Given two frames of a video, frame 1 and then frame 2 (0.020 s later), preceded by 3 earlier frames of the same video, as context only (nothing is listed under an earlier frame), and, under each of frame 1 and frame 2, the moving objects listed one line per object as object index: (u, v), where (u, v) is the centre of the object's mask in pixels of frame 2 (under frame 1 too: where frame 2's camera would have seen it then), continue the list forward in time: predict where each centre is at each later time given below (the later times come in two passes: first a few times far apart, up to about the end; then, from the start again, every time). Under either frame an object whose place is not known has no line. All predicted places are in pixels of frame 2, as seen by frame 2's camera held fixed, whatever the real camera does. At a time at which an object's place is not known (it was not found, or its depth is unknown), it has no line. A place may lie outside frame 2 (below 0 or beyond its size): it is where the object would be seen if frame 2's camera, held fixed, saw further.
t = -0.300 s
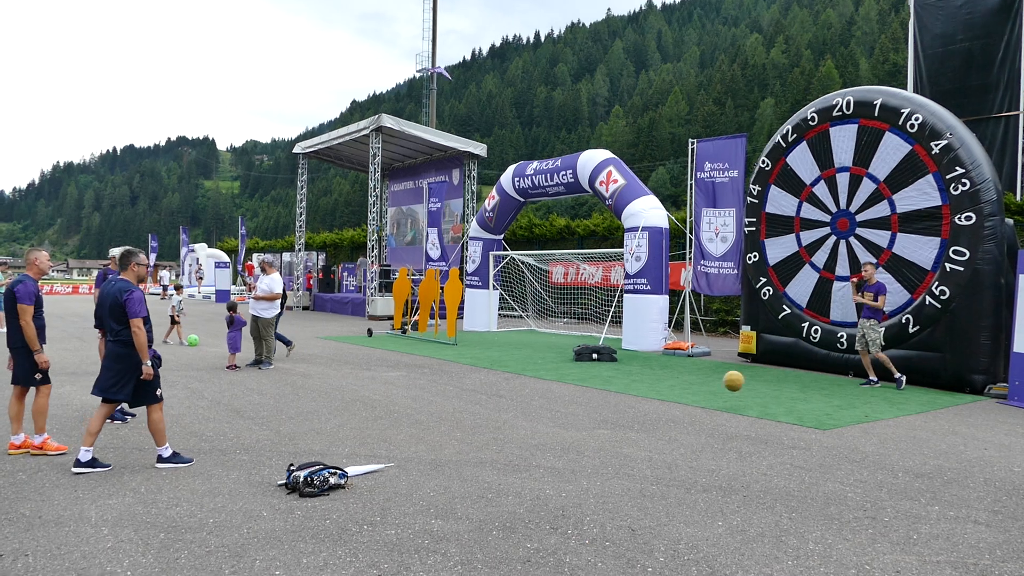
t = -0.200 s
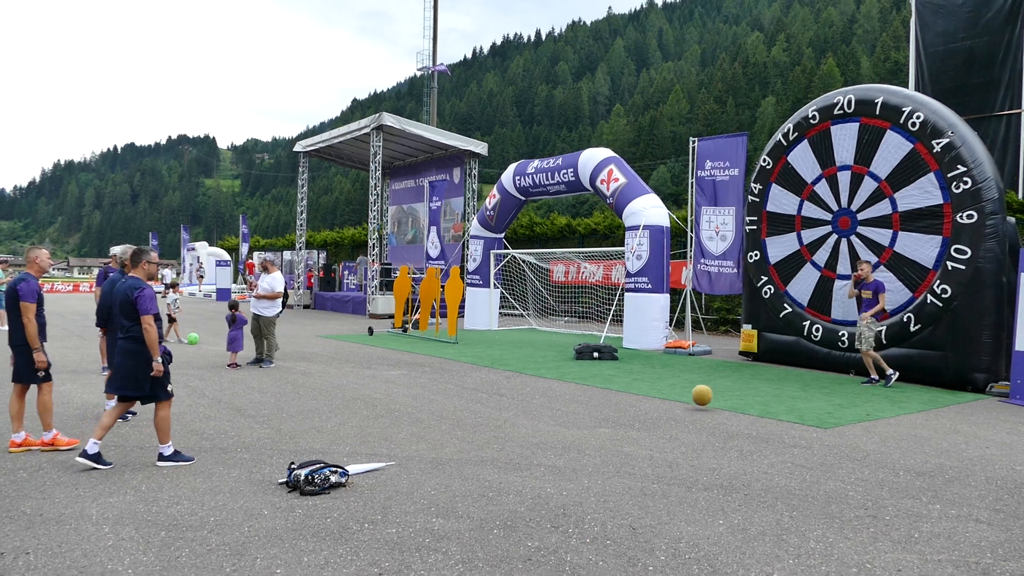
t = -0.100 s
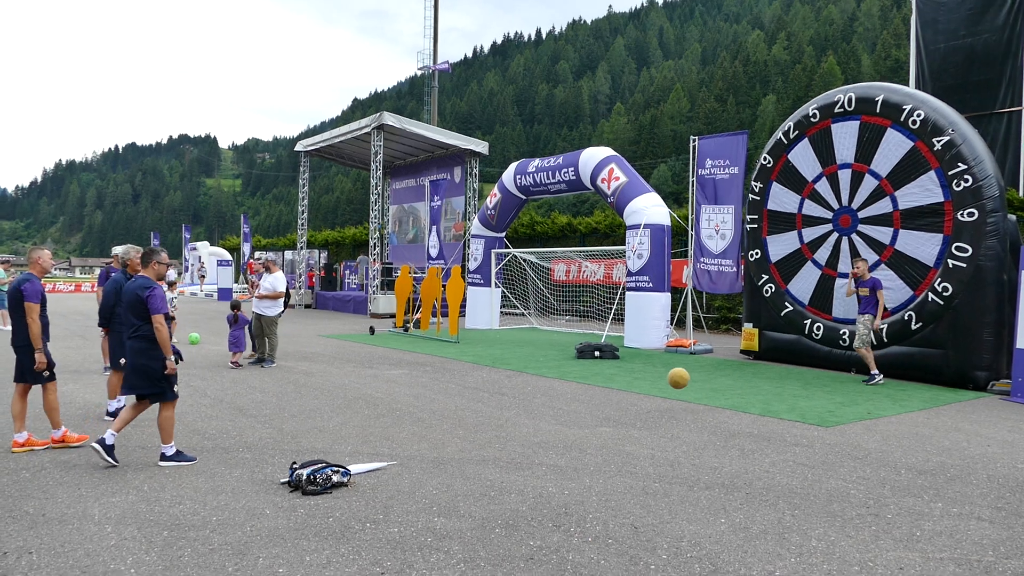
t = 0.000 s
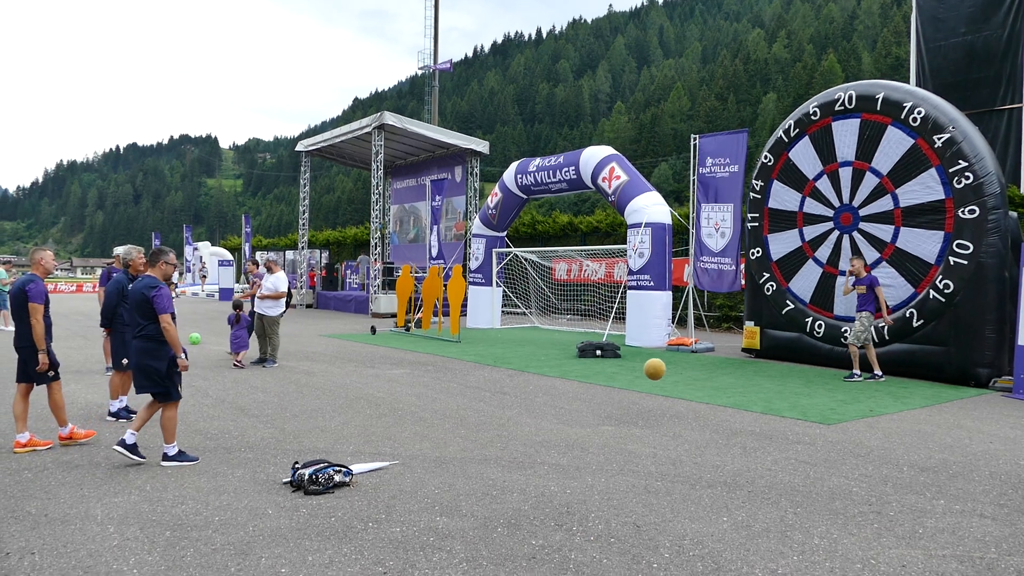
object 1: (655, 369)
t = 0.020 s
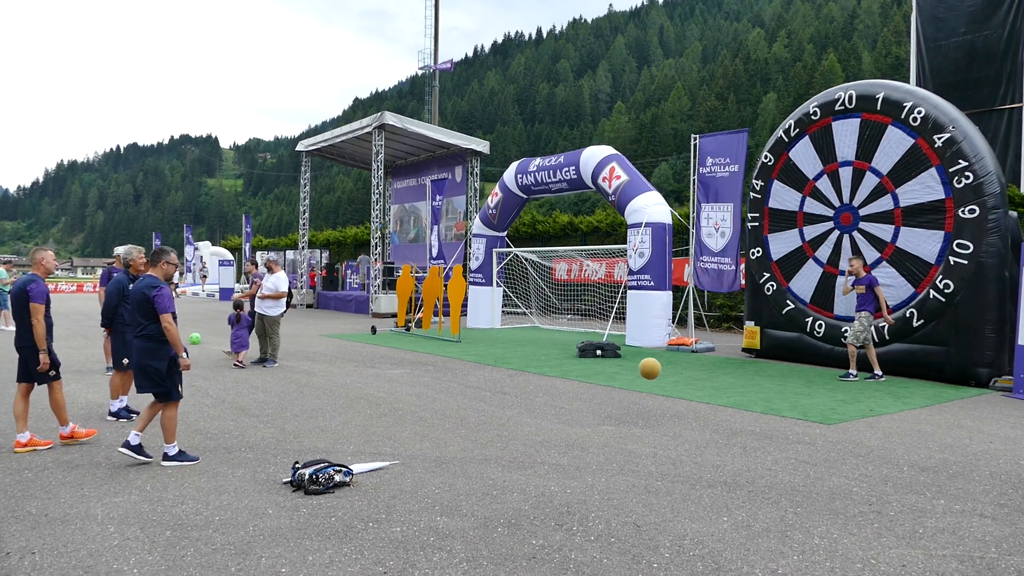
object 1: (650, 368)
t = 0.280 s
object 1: (581, 396)
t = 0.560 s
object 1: (504, 399)
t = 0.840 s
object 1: (421, 424)
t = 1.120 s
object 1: (334, 442)
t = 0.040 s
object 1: (645, 368)
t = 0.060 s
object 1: (640, 368)
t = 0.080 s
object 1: (634, 369)
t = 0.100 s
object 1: (629, 370)
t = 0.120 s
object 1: (624, 372)
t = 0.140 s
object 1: (619, 373)
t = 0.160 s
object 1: (613, 375)
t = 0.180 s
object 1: (608, 378)
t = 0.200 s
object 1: (603, 381)
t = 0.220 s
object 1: (597, 384)
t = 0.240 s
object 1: (592, 388)
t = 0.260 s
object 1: (587, 392)
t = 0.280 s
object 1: (581, 396)
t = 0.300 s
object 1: (576, 401)
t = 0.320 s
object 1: (570, 407)
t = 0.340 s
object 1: (565, 412)
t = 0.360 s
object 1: (559, 414)
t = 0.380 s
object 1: (554, 411)
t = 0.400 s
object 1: (548, 409)
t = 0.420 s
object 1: (543, 406)
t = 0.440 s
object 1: (538, 404)
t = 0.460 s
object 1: (532, 402)
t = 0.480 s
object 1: (527, 401)
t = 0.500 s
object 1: (521, 400)
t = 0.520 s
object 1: (515, 399)
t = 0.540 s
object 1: (510, 399)
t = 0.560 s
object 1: (504, 399)
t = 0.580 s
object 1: (498, 400)
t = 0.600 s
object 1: (492, 401)
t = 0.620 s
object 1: (486, 403)
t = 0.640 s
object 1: (480, 404)
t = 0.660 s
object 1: (475, 406)
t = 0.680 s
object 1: (469, 409)
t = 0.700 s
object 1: (463, 412)
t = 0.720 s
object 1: (457, 416)
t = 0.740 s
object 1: (451, 420)
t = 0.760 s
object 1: (444, 425)
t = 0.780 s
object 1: (438, 429)
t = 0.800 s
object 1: (432, 428)
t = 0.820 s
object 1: (426, 426)
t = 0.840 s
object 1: (421, 424)
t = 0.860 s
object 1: (414, 423)
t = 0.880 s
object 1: (409, 422)
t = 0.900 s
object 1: (402, 421)
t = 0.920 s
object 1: (396, 421)
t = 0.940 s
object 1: (390, 421)
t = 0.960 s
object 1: (384, 422)
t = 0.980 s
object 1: (378, 423)
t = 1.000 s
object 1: (371, 424)
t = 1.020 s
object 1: (365, 427)
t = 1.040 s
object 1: (359, 429)
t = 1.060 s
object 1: (352, 432)
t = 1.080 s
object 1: (346, 436)
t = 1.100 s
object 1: (340, 440)
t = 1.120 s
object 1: (334, 442)
